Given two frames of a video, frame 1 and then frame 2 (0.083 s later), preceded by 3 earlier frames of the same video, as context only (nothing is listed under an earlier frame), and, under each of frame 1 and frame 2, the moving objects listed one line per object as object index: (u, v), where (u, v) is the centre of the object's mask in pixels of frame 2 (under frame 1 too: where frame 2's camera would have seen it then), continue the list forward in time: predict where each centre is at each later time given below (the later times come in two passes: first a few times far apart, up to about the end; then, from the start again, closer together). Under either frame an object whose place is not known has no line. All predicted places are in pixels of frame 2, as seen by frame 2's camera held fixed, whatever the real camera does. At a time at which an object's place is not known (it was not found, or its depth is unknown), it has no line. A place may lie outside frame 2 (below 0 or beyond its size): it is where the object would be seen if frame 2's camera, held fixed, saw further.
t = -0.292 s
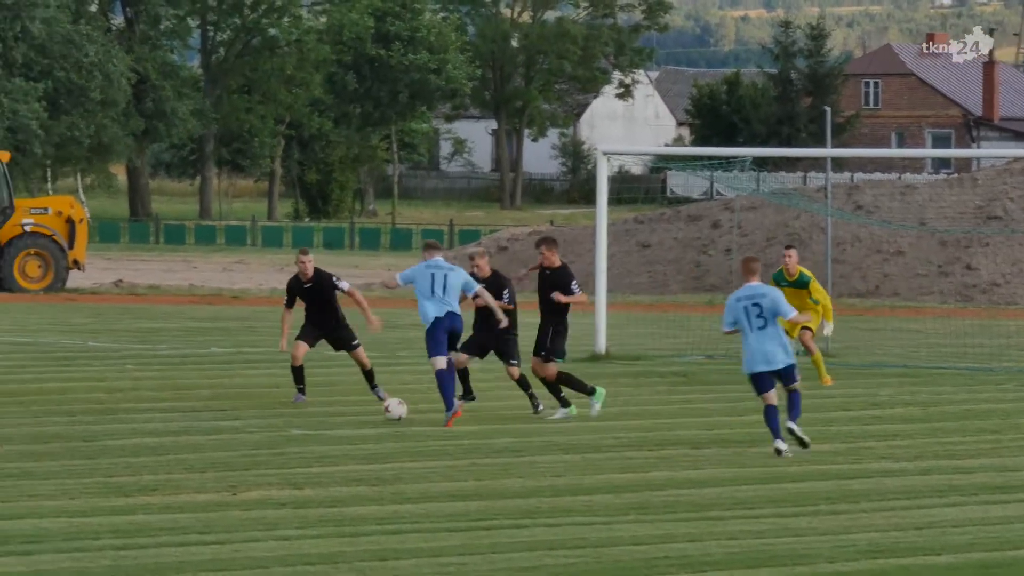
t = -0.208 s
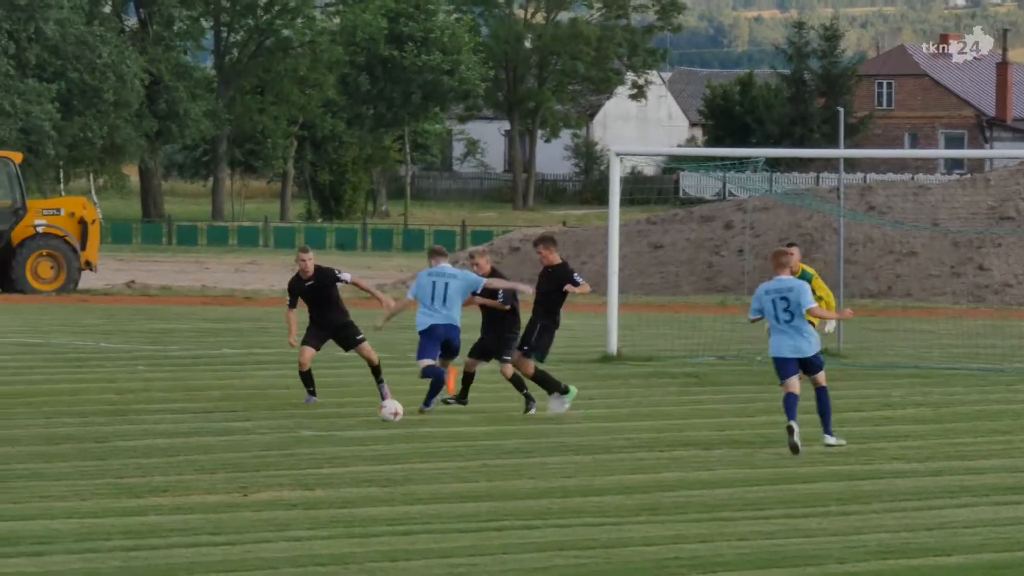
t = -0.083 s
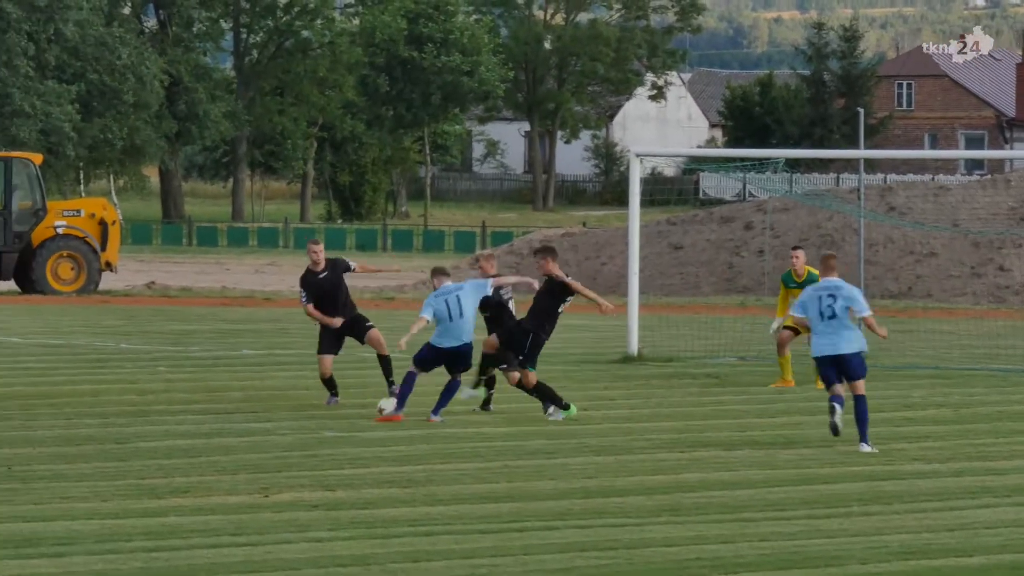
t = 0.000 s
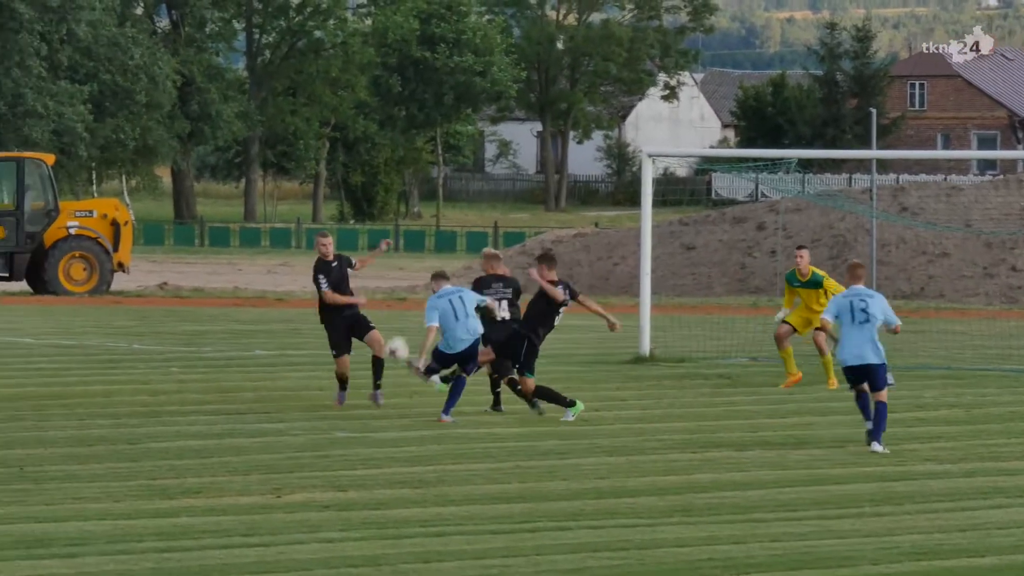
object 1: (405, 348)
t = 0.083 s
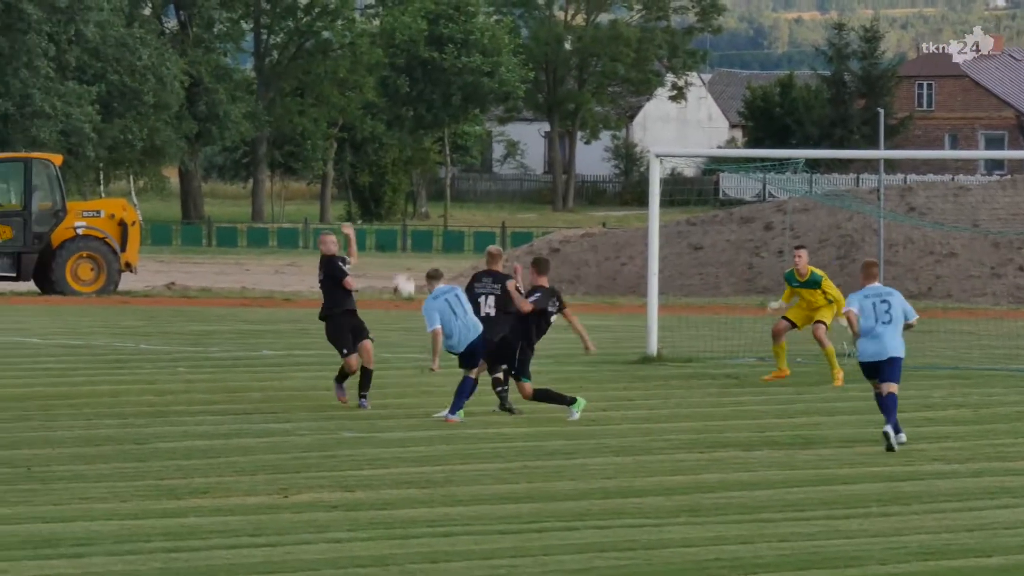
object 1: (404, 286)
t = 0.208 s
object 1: (400, 207)
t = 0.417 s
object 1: (401, 107)
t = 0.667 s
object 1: (406, 37)
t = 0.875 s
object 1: (416, 12)
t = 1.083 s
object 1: (431, 15)
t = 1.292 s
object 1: (443, 44)
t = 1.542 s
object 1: (457, 105)
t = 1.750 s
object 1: (472, 174)
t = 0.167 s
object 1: (401, 232)
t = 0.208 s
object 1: (400, 207)
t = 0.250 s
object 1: (400, 184)
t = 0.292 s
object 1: (400, 162)
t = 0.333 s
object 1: (401, 143)
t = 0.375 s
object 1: (401, 124)
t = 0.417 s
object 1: (401, 107)
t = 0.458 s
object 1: (401, 92)
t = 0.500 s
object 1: (402, 78)
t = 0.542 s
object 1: (403, 66)
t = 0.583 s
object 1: (404, 55)
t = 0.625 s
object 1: (404, 45)
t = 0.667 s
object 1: (406, 37)
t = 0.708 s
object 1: (407, 30)
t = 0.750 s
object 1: (409, 24)
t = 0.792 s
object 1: (411, 18)
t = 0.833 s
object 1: (413, 15)
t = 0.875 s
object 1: (416, 12)
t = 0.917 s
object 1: (418, 10)
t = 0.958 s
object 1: (421, 10)
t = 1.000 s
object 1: (425, 10)
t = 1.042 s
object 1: (427, 12)
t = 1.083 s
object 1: (431, 15)
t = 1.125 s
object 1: (433, 19)
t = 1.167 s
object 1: (436, 24)
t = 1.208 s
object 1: (438, 29)
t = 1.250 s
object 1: (441, 36)
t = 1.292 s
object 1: (443, 44)
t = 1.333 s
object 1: (445, 52)
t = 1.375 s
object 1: (447, 61)
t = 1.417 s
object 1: (450, 71)
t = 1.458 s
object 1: (452, 82)
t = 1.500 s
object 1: (454, 93)
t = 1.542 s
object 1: (457, 105)
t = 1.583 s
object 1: (460, 117)
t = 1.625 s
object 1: (463, 131)
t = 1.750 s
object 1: (472, 174)
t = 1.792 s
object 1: (475, 190)
